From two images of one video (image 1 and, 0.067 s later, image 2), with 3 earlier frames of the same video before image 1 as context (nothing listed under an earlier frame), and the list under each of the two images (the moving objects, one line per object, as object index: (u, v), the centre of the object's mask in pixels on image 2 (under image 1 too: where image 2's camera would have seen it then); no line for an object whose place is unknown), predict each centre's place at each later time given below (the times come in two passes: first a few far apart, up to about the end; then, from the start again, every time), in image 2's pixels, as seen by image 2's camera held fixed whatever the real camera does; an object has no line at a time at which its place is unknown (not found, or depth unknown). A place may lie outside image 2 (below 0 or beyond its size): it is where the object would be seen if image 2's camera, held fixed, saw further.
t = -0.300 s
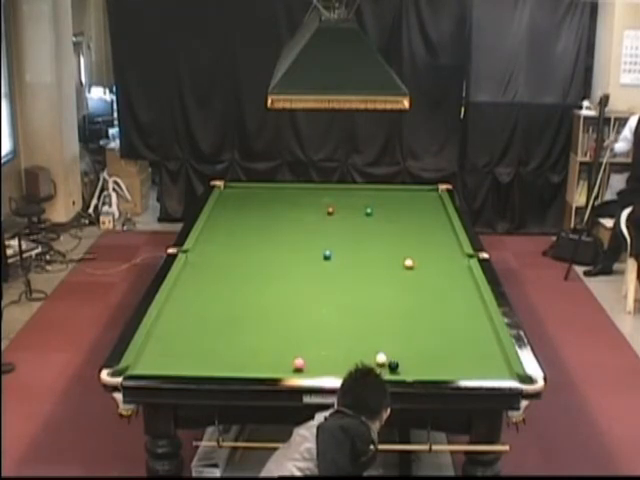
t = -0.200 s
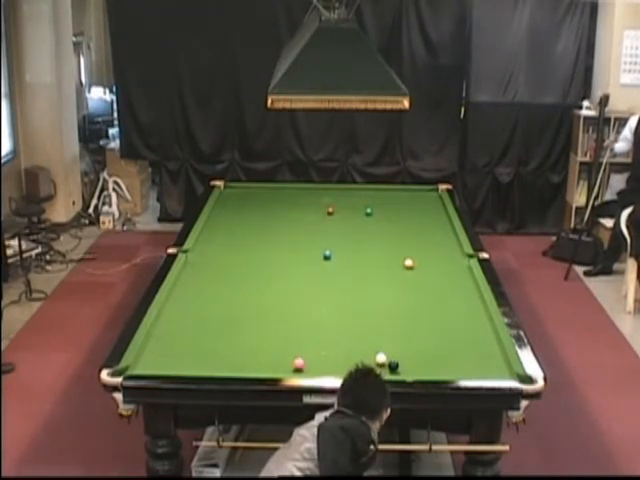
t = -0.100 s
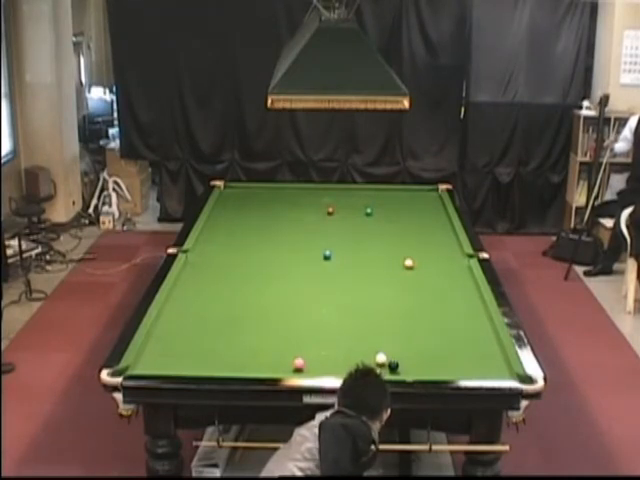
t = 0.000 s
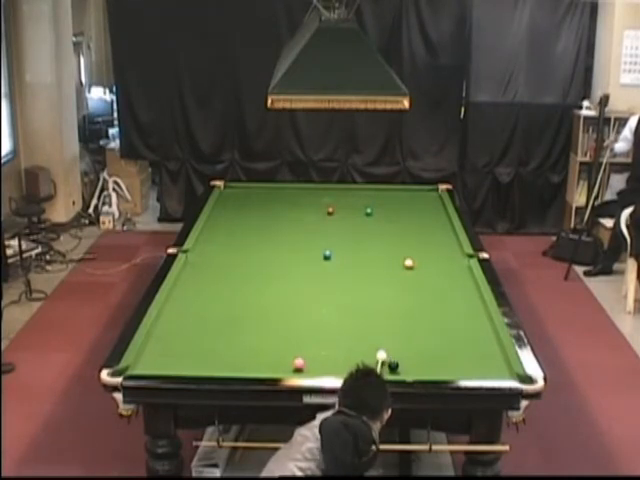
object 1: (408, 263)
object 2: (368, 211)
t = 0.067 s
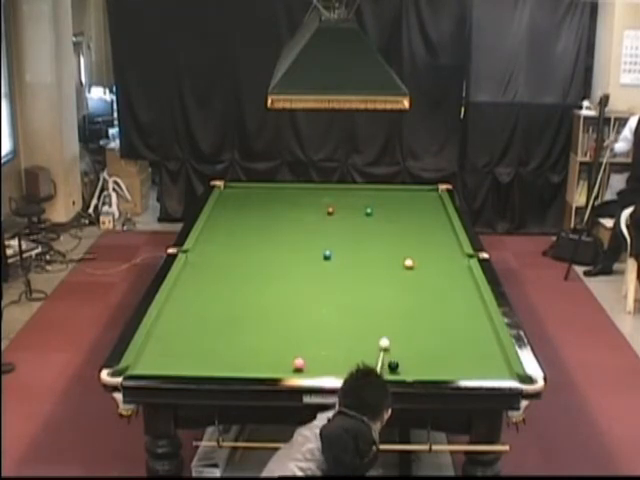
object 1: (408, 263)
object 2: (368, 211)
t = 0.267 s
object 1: (408, 264)
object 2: (368, 211)
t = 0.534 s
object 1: (408, 264)
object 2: (368, 211)
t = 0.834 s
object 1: (424, 263)
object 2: (368, 211)
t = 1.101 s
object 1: (441, 261)
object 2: (368, 211)
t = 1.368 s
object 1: (457, 260)
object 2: (350, 206)
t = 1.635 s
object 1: (466, 258)
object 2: (328, 198)
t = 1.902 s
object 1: (469, 256)
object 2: (307, 192)
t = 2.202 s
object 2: (288, 189)
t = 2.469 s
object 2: (273, 193)
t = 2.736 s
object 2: (259, 196)
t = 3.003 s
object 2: (245, 200)
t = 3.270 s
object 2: (232, 203)
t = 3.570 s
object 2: (217, 206)
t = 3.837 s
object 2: (218, 209)
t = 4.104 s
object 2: (223, 212)
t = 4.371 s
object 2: (228, 214)
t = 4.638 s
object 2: (232, 217)
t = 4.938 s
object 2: (236, 219)
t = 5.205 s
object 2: (240, 220)
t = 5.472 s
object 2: (243, 223)
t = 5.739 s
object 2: (246, 224)
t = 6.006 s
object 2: (248, 225)
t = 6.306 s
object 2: (250, 227)
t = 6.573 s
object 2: (252, 227)
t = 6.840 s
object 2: (252, 228)
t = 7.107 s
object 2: (253, 228)
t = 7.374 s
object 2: (253, 228)
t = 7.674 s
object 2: (253, 228)
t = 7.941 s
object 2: (253, 228)
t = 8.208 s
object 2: (253, 228)
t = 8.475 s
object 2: (253, 228)
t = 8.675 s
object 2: (253, 228)
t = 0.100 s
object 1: (408, 264)
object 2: (368, 211)
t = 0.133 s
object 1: (408, 264)
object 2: (368, 211)
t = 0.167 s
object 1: (408, 264)
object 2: (368, 211)
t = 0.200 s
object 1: (408, 264)
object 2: (368, 211)
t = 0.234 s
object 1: (408, 264)
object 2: (368, 211)
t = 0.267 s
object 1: (408, 264)
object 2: (368, 211)
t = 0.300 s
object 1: (408, 264)
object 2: (368, 211)
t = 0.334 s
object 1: (408, 264)
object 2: (368, 211)
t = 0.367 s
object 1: (408, 263)
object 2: (368, 211)
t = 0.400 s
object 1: (408, 263)
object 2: (368, 211)
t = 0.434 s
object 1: (408, 264)
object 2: (368, 211)
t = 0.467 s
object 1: (408, 264)
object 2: (368, 211)
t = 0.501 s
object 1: (408, 264)
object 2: (368, 211)
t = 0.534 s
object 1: (408, 264)
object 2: (368, 211)
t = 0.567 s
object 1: (408, 264)
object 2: (368, 211)
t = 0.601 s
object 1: (409, 263)
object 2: (368, 211)
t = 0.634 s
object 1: (409, 263)
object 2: (368, 211)
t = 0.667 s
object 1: (412, 264)
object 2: (368, 211)
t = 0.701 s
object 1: (415, 264)
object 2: (368, 211)
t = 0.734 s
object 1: (417, 263)
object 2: (368, 211)
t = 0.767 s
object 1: (419, 263)
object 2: (368, 211)
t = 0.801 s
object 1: (422, 263)
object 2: (368, 211)
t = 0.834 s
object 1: (424, 263)
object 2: (368, 211)
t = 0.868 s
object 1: (426, 263)
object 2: (368, 211)
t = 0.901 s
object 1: (428, 263)
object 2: (368, 211)
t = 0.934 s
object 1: (430, 262)
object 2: (368, 211)
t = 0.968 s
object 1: (433, 262)
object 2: (368, 211)
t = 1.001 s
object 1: (435, 262)
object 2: (368, 211)
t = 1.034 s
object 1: (437, 262)
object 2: (368, 211)
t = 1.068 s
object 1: (439, 262)
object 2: (368, 211)
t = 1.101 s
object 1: (441, 261)
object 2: (368, 211)
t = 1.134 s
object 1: (444, 261)
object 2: (368, 211)
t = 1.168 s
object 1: (446, 261)
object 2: (368, 211)
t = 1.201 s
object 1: (447, 261)
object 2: (367, 210)
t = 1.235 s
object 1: (450, 261)
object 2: (366, 210)
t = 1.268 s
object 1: (452, 261)
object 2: (362, 209)
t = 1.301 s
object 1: (454, 261)
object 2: (358, 208)
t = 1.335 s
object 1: (455, 260)
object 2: (354, 207)
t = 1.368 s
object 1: (457, 260)
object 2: (350, 206)
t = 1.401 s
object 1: (459, 260)
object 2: (347, 205)
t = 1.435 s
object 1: (461, 260)
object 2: (344, 204)
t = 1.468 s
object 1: (463, 260)
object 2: (342, 203)
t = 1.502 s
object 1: (465, 260)
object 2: (339, 202)
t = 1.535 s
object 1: (466, 259)
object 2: (336, 201)
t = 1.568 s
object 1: (466, 259)
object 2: (333, 200)
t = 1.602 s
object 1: (466, 258)
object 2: (330, 199)
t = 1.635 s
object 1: (466, 258)
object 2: (328, 198)
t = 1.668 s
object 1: (466, 258)
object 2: (325, 198)
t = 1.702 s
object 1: (466, 257)
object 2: (322, 196)
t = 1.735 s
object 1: (467, 257)
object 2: (320, 196)
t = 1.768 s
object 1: (467, 257)
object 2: (317, 195)
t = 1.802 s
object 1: (467, 256)
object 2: (315, 194)
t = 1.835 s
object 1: (467, 256)
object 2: (312, 193)
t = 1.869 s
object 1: (469, 256)
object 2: (309, 193)
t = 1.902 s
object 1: (469, 256)
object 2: (307, 192)
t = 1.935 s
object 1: (470, 257)
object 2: (304, 191)
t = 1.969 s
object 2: (302, 190)
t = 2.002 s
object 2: (299, 189)
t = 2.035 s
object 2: (298, 188)
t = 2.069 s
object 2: (295, 188)
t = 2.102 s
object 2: (294, 188)
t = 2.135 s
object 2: (292, 188)
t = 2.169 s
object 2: (290, 189)
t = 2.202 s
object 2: (288, 189)
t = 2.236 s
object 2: (286, 190)
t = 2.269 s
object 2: (284, 191)
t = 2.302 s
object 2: (283, 191)
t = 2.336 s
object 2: (280, 191)
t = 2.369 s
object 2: (279, 192)
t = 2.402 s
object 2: (277, 193)
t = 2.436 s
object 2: (276, 193)
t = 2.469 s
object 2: (273, 193)
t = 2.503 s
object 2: (272, 193)
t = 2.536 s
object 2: (270, 193)
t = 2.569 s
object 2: (268, 194)
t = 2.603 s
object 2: (266, 194)
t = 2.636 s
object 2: (264, 195)
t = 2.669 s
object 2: (262, 196)
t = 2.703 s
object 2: (261, 196)
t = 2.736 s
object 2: (259, 196)
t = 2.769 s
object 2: (258, 196)
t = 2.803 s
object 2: (256, 197)
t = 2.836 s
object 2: (254, 197)
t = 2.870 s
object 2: (252, 198)
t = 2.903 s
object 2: (251, 199)
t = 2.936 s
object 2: (249, 199)
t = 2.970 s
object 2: (247, 199)
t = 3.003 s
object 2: (245, 200)
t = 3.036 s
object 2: (244, 200)
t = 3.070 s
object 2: (242, 200)
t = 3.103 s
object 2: (240, 201)
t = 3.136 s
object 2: (238, 202)
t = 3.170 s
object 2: (236, 202)
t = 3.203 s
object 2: (235, 202)
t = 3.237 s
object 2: (233, 203)
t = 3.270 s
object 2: (232, 203)
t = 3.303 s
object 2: (230, 203)
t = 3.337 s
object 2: (229, 204)
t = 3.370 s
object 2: (227, 204)
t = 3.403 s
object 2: (225, 205)
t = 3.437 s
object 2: (223, 205)
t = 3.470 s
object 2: (222, 205)
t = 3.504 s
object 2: (220, 206)
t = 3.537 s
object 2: (218, 206)
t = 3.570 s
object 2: (217, 206)
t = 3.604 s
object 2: (215, 207)
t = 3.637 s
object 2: (215, 208)
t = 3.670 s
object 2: (215, 208)
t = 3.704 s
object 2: (215, 208)
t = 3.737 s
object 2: (216, 208)
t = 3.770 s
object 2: (217, 208)
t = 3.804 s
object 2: (217, 209)
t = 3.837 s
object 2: (218, 209)
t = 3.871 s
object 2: (218, 209)
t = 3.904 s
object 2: (219, 210)
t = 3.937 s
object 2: (220, 210)
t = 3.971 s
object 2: (221, 211)
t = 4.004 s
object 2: (221, 211)
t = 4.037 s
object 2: (222, 211)
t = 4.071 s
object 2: (222, 212)
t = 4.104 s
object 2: (223, 212)
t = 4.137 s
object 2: (223, 212)
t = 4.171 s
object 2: (224, 213)
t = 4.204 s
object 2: (224, 213)
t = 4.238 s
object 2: (225, 213)
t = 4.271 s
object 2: (226, 214)
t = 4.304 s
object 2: (226, 214)
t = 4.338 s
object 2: (227, 214)
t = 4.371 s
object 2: (228, 214)
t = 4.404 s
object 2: (228, 214)
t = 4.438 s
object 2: (229, 215)
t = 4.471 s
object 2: (229, 215)
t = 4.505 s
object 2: (230, 216)
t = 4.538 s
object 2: (230, 216)
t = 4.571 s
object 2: (231, 216)
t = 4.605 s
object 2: (231, 217)
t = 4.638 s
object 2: (232, 217)
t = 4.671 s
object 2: (233, 217)
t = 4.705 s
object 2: (233, 217)
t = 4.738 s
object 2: (234, 218)
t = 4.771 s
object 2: (234, 218)
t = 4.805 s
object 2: (234, 218)
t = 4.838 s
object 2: (235, 218)
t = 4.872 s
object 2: (235, 218)
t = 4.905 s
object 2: (236, 219)
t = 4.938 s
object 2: (236, 219)
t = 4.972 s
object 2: (237, 219)
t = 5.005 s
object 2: (237, 219)
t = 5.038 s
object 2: (238, 220)
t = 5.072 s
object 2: (238, 220)
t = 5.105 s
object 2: (239, 220)
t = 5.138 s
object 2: (239, 220)
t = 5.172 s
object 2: (240, 220)
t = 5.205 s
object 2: (240, 220)
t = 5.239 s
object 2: (240, 220)
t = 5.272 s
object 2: (241, 221)
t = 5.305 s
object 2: (241, 221)
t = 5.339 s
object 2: (242, 222)
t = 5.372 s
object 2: (242, 222)
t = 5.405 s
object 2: (242, 222)
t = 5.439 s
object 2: (243, 222)
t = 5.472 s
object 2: (243, 223)
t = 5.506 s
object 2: (243, 223)
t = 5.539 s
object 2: (243, 223)
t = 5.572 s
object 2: (245, 223)
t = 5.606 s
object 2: (245, 223)
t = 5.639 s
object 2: (245, 223)
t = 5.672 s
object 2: (245, 224)
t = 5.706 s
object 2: (245, 224)
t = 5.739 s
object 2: (246, 224)
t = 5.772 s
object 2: (246, 224)
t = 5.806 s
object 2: (247, 224)
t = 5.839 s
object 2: (247, 224)
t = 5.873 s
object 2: (247, 224)
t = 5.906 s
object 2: (248, 225)
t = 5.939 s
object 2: (248, 225)
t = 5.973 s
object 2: (248, 225)
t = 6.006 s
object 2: (248, 225)
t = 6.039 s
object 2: (249, 226)
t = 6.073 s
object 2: (249, 226)
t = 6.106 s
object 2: (249, 226)
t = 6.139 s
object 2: (249, 226)
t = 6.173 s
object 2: (249, 226)
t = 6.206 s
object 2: (249, 226)
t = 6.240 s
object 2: (250, 226)
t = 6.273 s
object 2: (250, 226)
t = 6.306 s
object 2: (250, 227)
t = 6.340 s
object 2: (251, 227)
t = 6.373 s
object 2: (251, 227)
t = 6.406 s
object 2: (251, 227)
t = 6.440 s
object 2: (251, 227)
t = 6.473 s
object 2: (251, 227)
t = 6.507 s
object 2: (251, 227)
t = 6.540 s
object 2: (251, 227)
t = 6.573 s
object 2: (252, 227)
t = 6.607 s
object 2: (252, 227)
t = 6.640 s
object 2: (252, 228)
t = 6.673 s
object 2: (252, 228)
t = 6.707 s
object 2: (252, 228)
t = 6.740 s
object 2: (252, 228)
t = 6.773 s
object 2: (252, 228)
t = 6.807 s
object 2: (252, 228)
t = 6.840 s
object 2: (252, 228)
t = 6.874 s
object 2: (253, 228)
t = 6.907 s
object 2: (253, 228)
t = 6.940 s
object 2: (253, 228)
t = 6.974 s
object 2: (253, 228)
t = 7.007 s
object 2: (253, 228)
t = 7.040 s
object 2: (253, 228)
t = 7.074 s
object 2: (253, 228)
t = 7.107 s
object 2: (253, 228)
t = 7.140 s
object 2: (253, 228)
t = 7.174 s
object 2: (253, 228)
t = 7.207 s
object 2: (253, 228)
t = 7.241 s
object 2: (253, 228)
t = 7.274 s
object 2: (253, 228)
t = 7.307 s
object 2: (253, 228)
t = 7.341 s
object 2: (253, 228)
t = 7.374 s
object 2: (253, 228)
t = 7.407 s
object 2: (253, 228)
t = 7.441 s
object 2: (253, 228)
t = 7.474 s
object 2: (253, 228)
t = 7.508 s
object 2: (253, 228)
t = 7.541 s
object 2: (253, 228)
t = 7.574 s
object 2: (253, 228)
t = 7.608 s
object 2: (253, 228)
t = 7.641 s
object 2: (253, 228)
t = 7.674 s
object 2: (253, 228)
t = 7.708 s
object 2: (253, 228)
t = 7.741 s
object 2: (253, 228)
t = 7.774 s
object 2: (253, 228)
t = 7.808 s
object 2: (253, 228)
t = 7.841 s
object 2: (253, 228)
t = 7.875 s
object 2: (253, 228)
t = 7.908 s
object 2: (253, 228)
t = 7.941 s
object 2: (253, 228)
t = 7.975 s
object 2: (253, 228)
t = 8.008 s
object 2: (253, 228)
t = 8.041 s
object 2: (253, 228)
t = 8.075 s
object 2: (253, 228)
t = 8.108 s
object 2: (253, 228)
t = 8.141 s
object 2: (253, 228)
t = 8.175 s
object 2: (253, 228)
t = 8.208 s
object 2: (253, 228)
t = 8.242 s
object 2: (253, 228)
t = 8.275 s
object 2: (253, 228)
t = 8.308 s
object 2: (253, 228)
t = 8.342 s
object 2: (253, 228)
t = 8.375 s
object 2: (253, 228)
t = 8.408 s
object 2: (253, 228)
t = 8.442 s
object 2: (253, 228)
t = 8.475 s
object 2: (253, 228)
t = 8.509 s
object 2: (253, 228)
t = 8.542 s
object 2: (253, 228)
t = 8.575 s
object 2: (253, 228)
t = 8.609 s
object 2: (253, 228)
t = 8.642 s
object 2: (253, 228)
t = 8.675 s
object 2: (253, 228)
